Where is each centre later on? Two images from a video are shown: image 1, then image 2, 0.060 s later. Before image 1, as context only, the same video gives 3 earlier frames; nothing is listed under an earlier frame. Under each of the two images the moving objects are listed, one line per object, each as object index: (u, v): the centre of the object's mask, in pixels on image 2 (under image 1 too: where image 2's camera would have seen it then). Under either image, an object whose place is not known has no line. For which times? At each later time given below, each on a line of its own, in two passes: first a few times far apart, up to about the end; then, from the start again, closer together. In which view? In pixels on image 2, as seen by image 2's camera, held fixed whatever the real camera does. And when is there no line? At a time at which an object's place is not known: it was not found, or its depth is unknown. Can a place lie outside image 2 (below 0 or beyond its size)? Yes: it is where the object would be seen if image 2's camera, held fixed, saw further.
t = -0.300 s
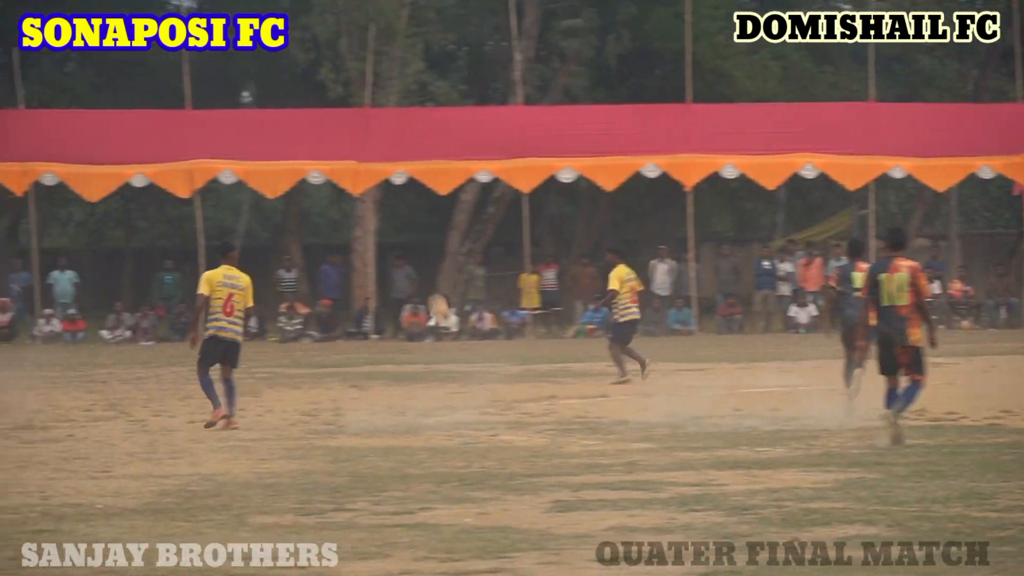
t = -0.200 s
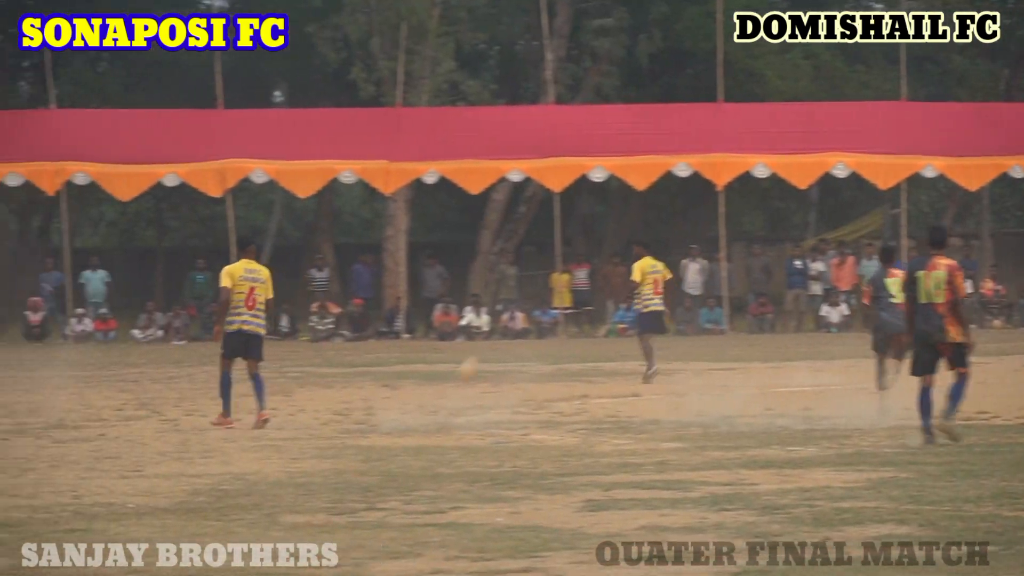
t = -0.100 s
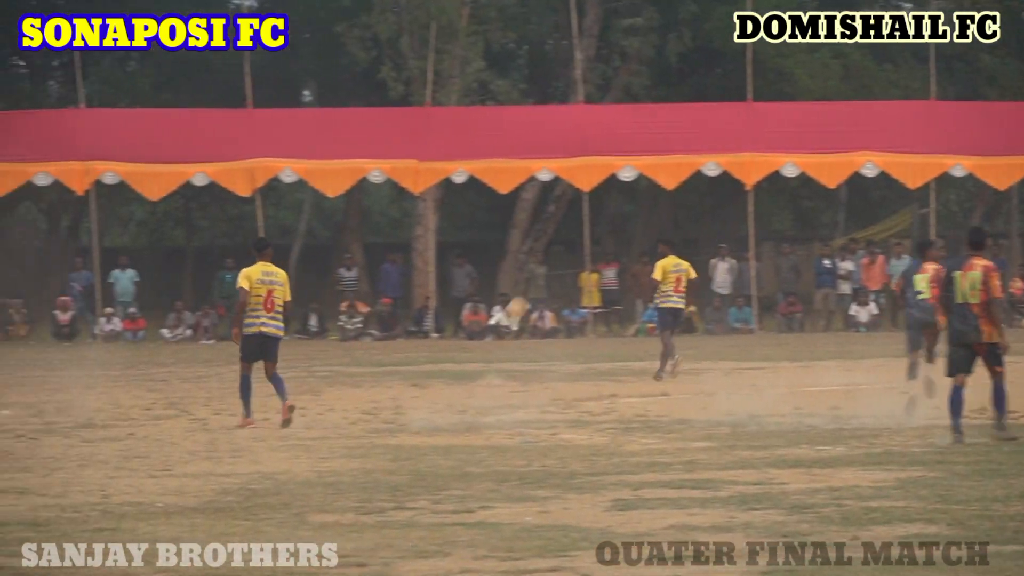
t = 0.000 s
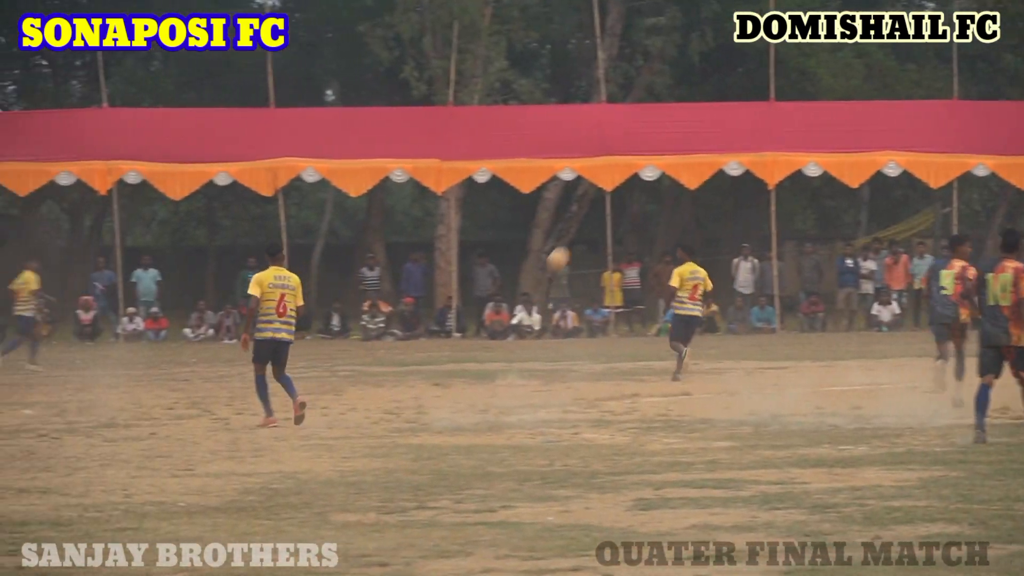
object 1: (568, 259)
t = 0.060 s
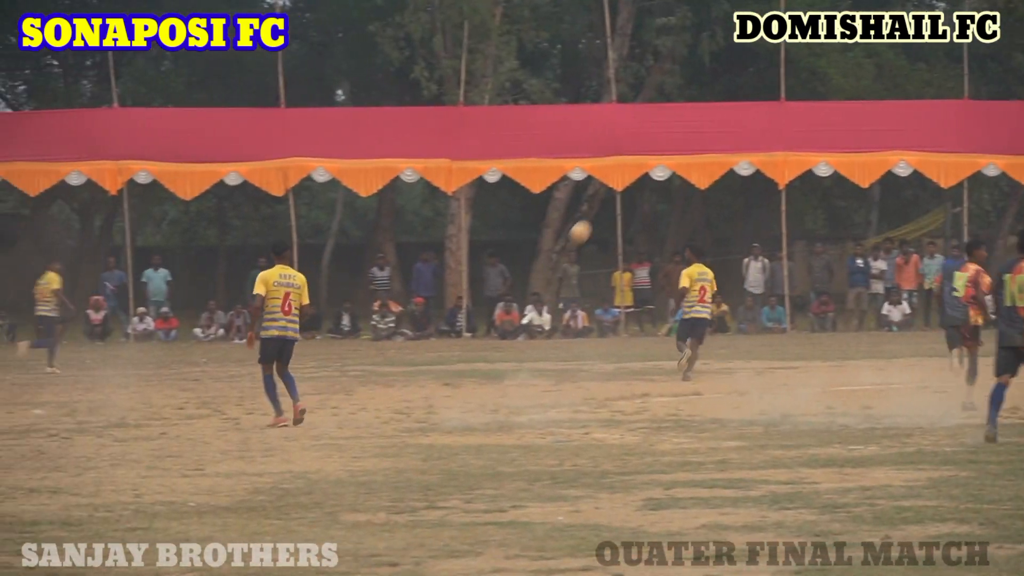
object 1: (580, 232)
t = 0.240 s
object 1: (617, 174)
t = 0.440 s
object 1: (658, 144)
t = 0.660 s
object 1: (701, 149)
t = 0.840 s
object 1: (737, 183)
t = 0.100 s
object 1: (588, 217)
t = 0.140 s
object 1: (596, 203)
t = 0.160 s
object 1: (600, 197)
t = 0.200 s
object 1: (608, 185)
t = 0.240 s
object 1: (617, 174)
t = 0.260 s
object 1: (621, 170)
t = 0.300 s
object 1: (629, 162)
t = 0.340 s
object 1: (637, 154)
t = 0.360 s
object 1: (641, 151)
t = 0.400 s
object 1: (649, 147)
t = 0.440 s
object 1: (658, 144)
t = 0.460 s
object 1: (662, 143)
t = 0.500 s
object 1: (669, 141)
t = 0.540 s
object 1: (677, 141)
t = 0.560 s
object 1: (682, 142)
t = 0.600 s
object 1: (690, 144)
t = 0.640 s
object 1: (697, 147)
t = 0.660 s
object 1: (701, 149)
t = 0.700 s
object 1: (709, 154)
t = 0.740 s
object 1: (717, 161)
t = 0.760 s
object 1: (722, 165)
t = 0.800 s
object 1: (730, 174)
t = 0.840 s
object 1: (737, 183)
